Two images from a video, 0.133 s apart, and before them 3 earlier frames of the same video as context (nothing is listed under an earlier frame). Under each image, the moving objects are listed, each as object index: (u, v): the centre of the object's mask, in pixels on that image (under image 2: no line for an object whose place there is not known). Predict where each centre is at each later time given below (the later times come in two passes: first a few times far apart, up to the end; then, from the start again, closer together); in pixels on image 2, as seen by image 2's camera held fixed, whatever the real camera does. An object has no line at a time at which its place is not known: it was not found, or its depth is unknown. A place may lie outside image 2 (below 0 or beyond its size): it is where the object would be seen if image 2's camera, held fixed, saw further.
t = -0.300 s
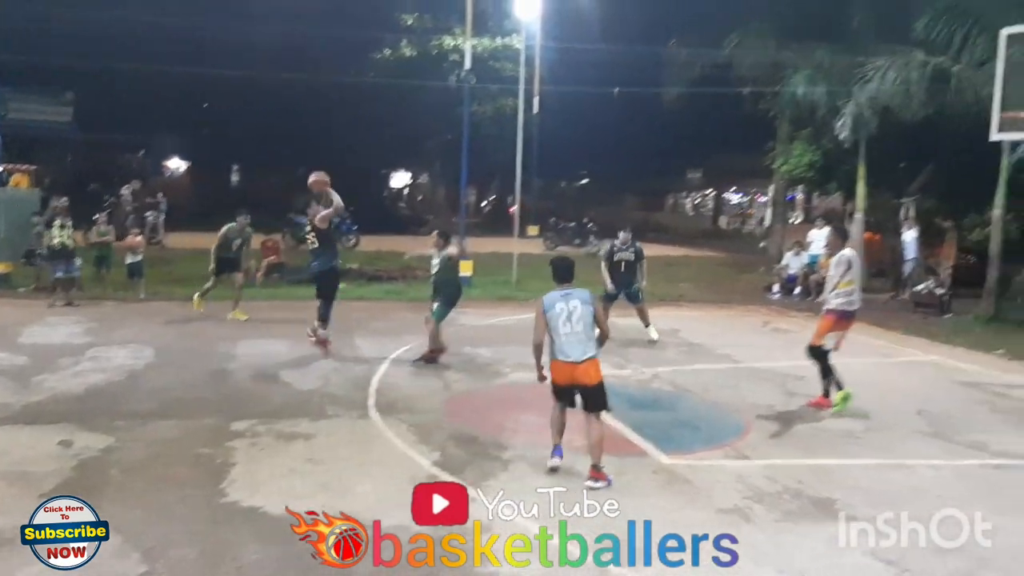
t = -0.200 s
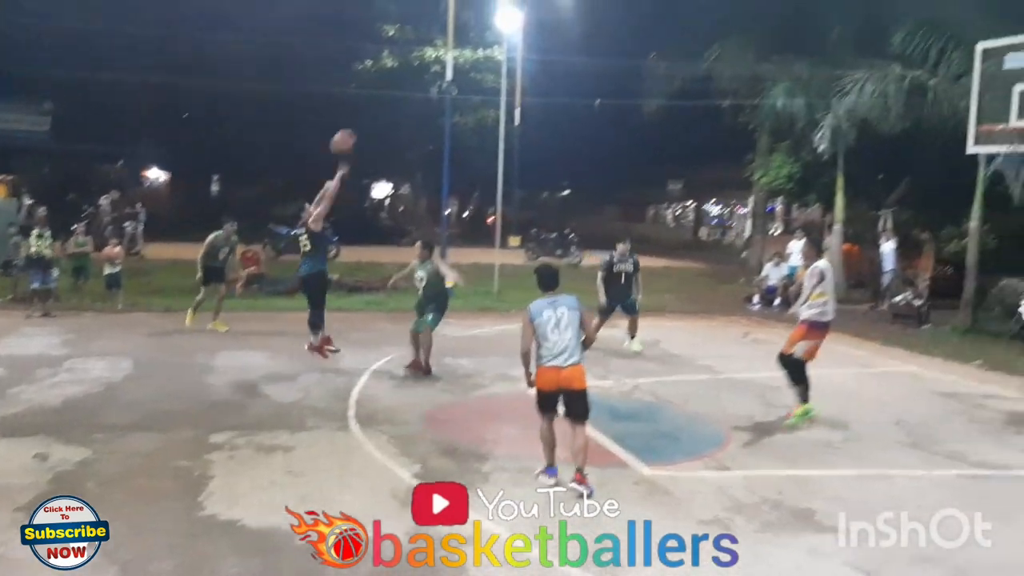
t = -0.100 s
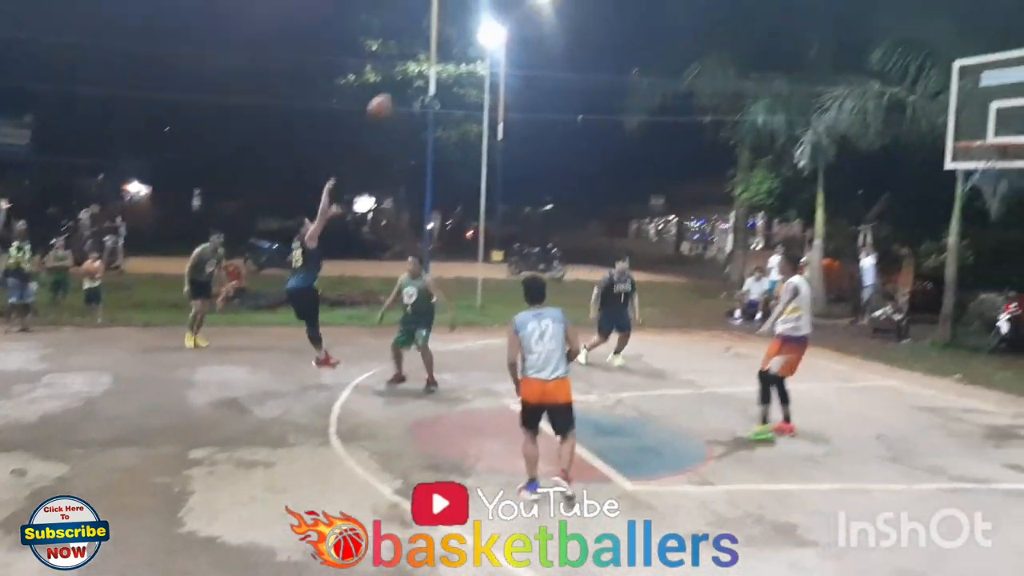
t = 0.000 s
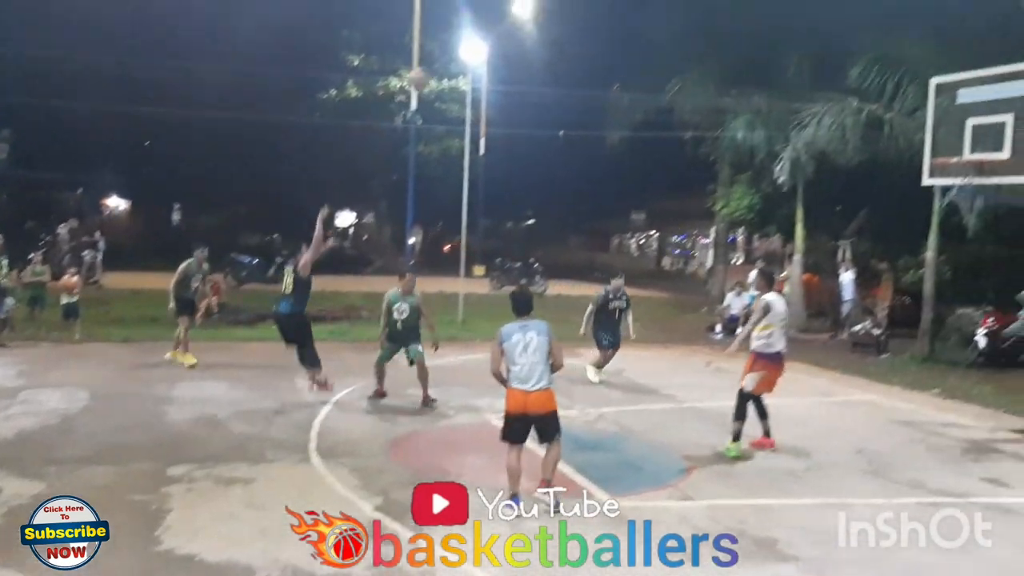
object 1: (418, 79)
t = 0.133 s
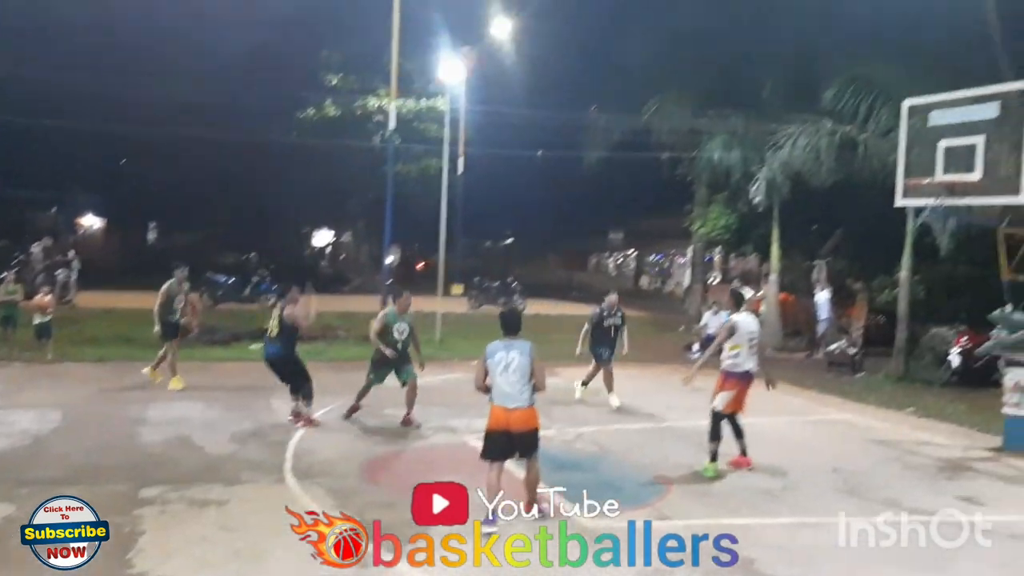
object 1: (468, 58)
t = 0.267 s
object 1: (535, 32)
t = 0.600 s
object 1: (704, 32)
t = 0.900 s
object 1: (846, 112)
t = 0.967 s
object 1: (876, 139)
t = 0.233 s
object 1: (521, 37)
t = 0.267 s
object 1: (535, 32)
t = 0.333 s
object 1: (569, 23)
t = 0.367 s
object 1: (586, 22)
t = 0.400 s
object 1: (604, 20)
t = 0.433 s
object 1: (621, 20)
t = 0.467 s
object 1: (638, 20)
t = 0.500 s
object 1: (654, 22)
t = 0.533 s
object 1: (671, 24)
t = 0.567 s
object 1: (687, 28)
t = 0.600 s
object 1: (704, 32)
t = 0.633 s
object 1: (721, 37)
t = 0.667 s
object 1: (737, 43)
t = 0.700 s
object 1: (753, 51)
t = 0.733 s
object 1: (768, 58)
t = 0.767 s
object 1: (783, 66)
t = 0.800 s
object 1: (800, 75)
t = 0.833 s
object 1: (817, 88)
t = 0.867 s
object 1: (831, 100)
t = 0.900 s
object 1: (846, 112)
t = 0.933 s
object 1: (863, 125)
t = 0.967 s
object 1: (876, 139)
